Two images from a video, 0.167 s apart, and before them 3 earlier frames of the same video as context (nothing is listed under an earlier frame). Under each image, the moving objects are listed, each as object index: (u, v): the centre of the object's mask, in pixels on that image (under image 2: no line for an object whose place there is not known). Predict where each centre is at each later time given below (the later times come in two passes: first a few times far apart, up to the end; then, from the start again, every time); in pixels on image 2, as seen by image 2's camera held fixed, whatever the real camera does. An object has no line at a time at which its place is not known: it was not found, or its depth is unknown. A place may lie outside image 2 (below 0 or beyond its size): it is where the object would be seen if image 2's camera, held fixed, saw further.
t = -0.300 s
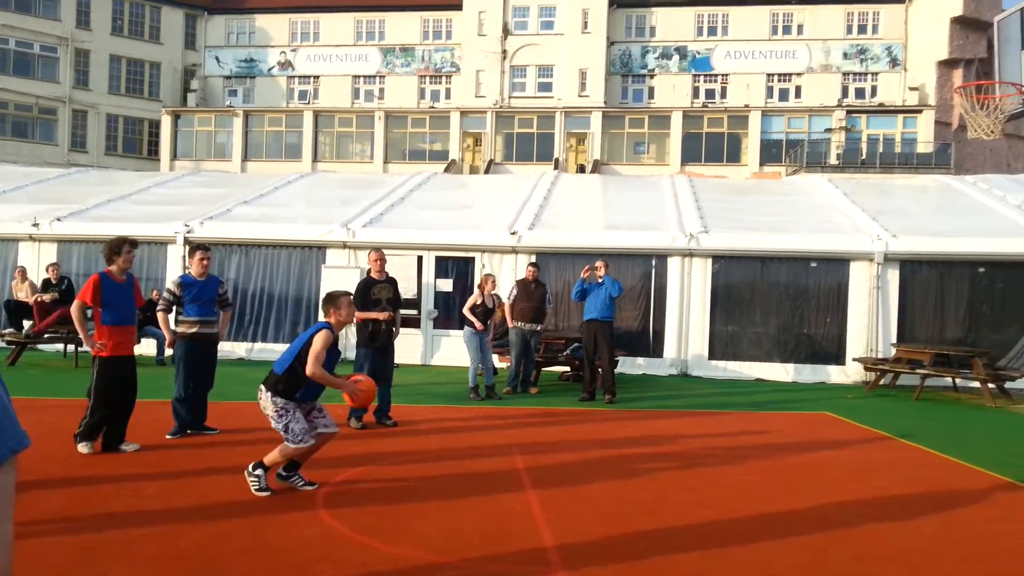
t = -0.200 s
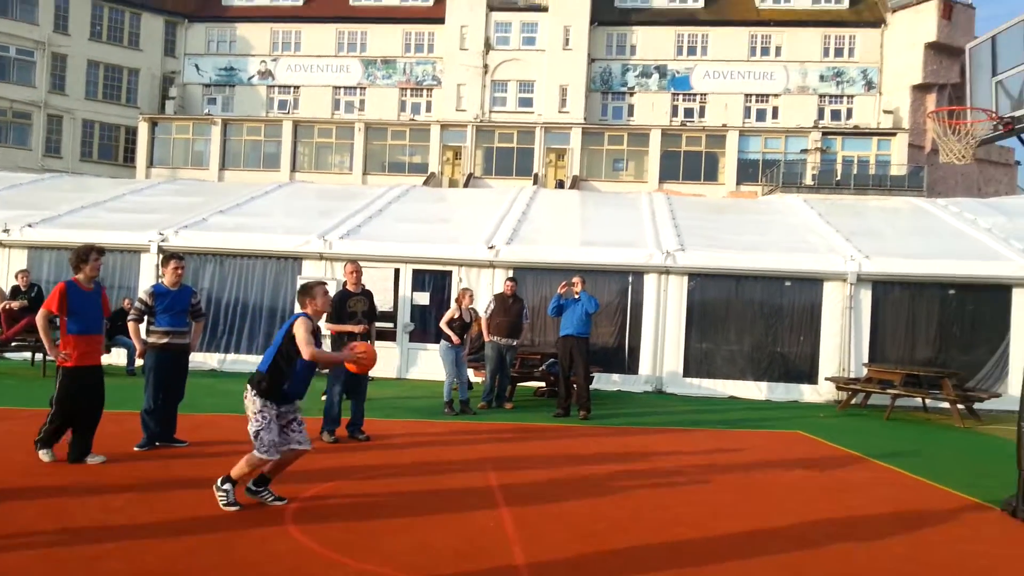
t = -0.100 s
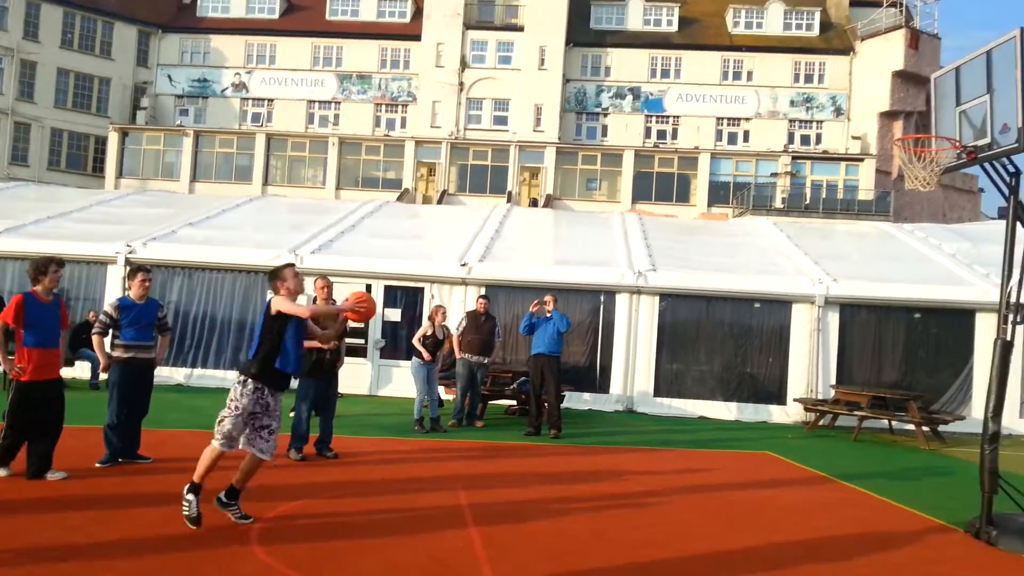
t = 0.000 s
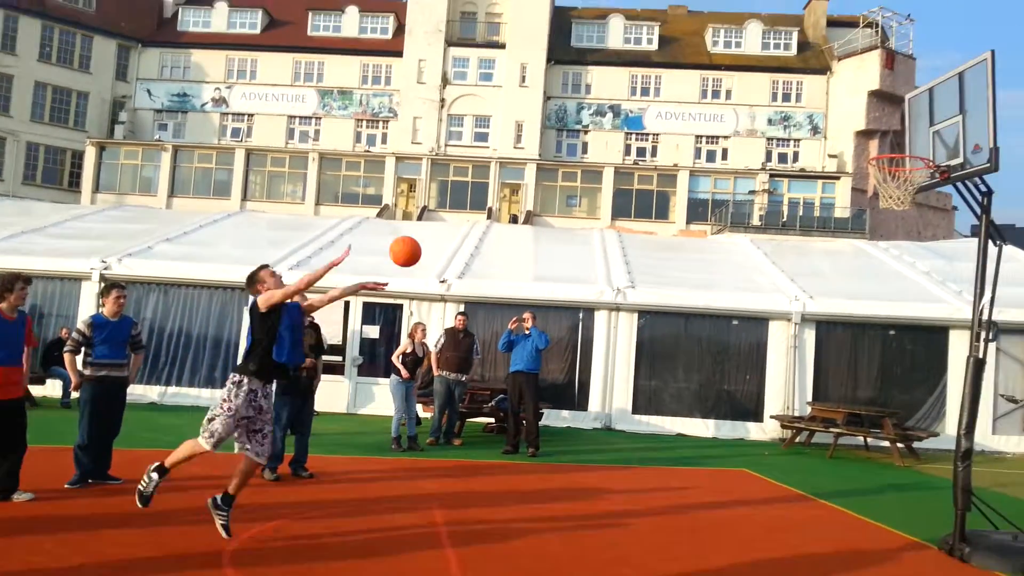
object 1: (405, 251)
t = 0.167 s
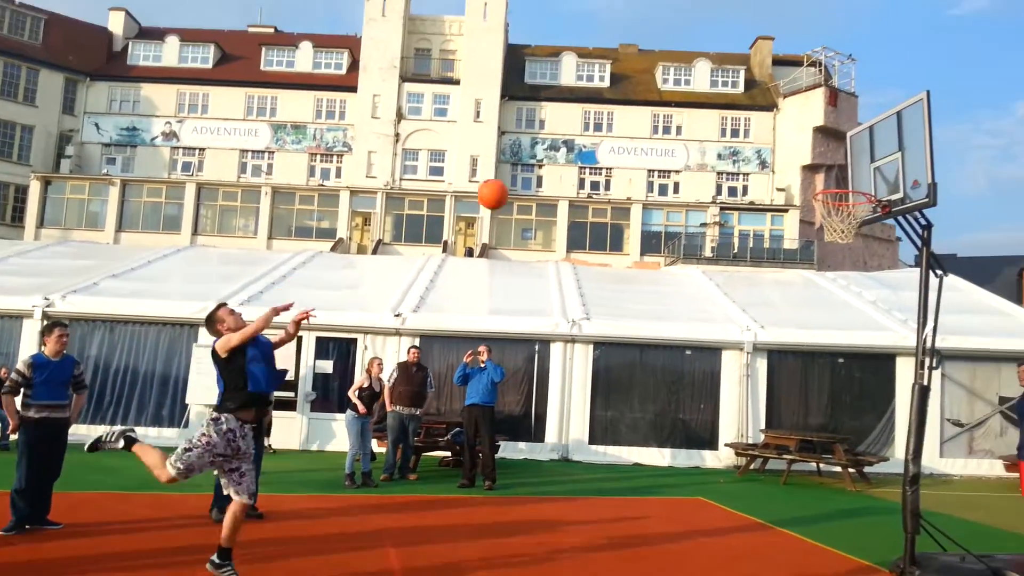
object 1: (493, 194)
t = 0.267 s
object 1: (566, 161)
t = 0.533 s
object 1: (745, 134)
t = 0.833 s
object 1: (836, 203)
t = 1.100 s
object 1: (809, 222)
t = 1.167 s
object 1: (810, 231)
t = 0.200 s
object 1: (517, 181)
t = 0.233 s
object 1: (542, 169)
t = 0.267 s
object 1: (566, 161)
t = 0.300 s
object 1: (590, 153)
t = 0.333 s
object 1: (617, 145)
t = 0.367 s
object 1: (639, 139)
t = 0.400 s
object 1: (658, 137)
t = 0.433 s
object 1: (682, 134)
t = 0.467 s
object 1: (703, 130)
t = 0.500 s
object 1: (725, 130)
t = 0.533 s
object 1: (745, 134)
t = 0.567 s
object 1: (766, 135)
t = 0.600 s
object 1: (788, 140)
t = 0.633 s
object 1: (809, 147)
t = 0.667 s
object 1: (826, 152)
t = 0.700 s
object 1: (850, 165)
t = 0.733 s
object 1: (870, 172)
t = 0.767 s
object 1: (862, 183)
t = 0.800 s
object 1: (846, 194)
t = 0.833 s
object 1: (836, 203)
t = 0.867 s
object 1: (818, 213)
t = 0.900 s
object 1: (807, 222)
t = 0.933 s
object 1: (805, 220)
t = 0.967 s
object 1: (805, 218)
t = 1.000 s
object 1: (806, 217)
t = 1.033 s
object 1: (805, 219)
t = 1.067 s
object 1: (805, 219)
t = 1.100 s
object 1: (809, 222)
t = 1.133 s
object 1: (810, 226)
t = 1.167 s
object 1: (810, 231)
